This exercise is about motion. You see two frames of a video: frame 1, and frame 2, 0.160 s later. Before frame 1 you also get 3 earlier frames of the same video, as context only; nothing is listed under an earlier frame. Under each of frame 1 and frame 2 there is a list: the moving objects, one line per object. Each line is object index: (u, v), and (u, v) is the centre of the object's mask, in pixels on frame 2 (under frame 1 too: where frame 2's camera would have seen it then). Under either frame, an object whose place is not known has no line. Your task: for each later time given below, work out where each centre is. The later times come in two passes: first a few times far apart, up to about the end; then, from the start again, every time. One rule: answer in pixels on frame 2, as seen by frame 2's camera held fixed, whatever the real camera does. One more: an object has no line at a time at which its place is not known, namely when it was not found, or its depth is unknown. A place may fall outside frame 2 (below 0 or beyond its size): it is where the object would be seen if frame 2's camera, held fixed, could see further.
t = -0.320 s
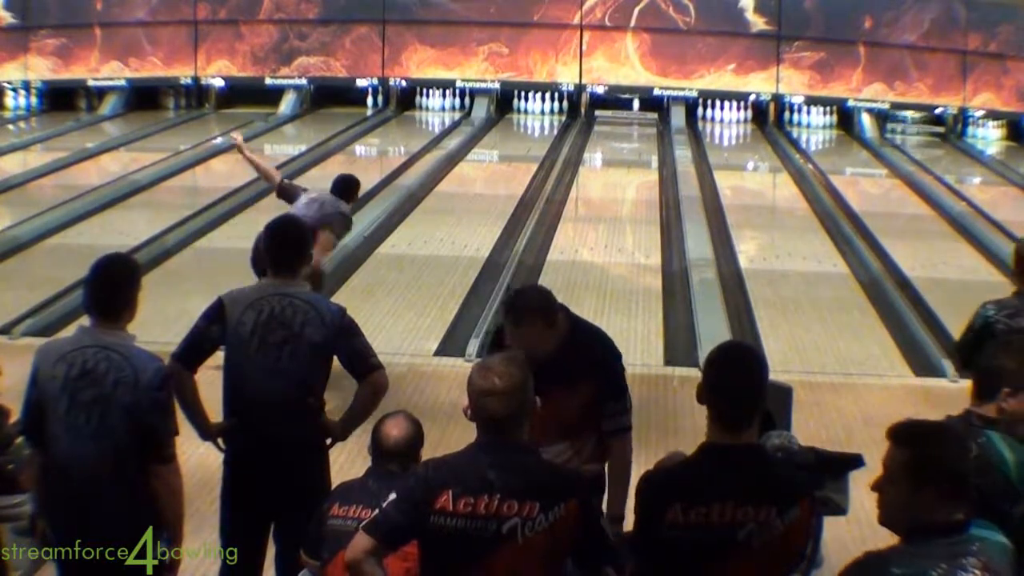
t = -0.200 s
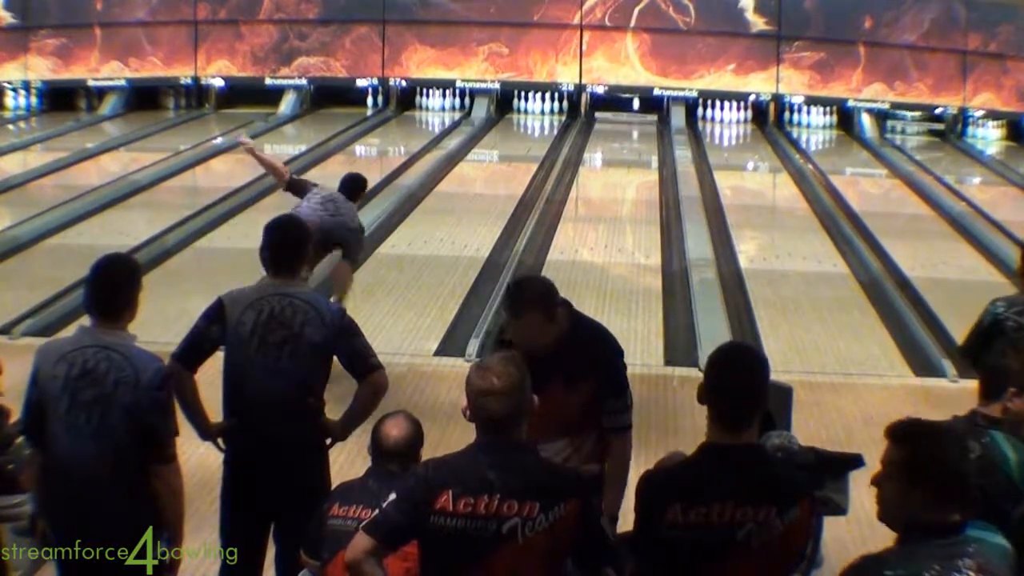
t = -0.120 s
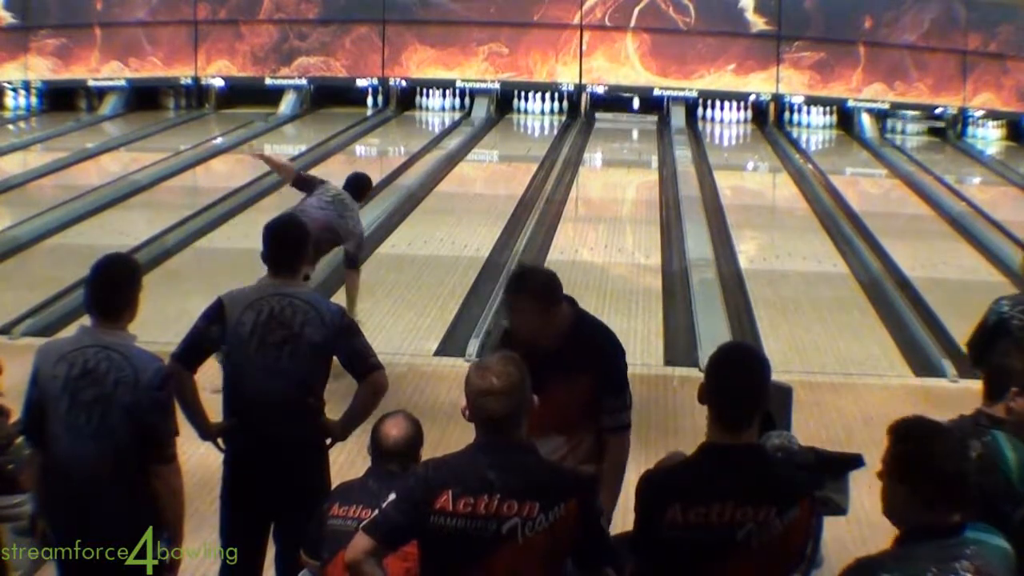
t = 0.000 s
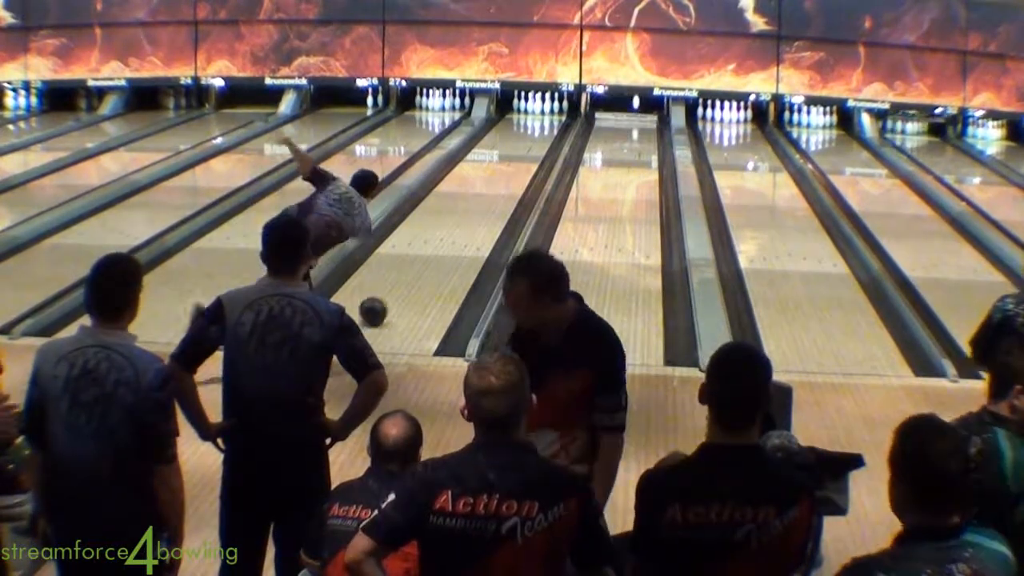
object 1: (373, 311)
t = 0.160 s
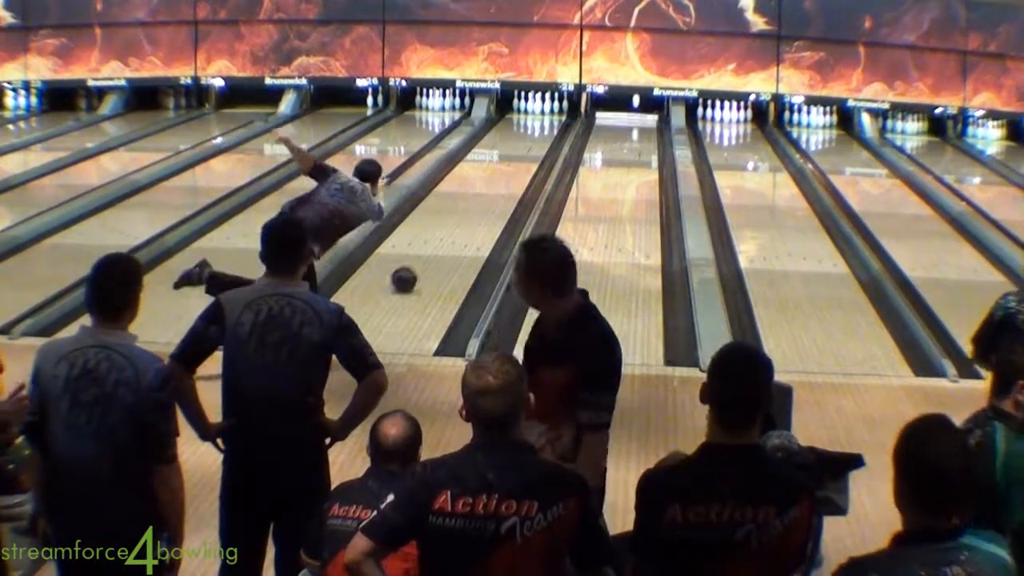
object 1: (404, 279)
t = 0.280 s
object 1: (423, 260)
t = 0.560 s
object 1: (460, 221)
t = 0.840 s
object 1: (488, 192)
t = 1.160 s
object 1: (511, 166)
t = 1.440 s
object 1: (527, 148)
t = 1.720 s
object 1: (537, 133)
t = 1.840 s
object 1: (540, 128)
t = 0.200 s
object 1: (410, 273)
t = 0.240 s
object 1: (417, 266)
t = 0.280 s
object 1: (423, 260)
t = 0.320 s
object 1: (429, 253)
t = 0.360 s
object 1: (435, 247)
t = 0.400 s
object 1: (441, 242)
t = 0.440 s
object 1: (446, 236)
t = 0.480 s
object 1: (451, 231)
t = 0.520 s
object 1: (456, 226)
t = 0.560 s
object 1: (460, 221)
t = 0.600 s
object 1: (465, 216)
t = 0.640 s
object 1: (469, 212)
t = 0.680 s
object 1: (473, 208)
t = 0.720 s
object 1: (477, 203)
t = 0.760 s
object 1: (481, 200)
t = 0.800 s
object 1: (484, 196)
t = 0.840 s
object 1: (488, 192)
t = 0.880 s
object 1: (491, 188)
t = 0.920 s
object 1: (494, 185)
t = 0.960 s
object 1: (497, 181)
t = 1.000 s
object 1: (500, 178)
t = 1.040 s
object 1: (503, 175)
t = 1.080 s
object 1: (506, 172)
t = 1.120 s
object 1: (509, 168)
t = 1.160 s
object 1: (511, 166)
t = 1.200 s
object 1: (514, 163)
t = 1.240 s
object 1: (516, 160)
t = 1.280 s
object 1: (518, 157)
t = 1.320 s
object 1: (521, 155)
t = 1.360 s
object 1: (523, 153)
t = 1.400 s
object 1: (525, 150)
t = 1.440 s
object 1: (527, 148)
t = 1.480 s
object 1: (529, 146)
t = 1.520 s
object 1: (530, 143)
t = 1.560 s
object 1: (532, 141)
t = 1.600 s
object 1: (533, 139)
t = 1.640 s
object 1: (535, 137)
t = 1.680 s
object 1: (536, 135)
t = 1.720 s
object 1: (537, 133)
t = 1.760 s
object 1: (538, 131)
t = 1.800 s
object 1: (539, 129)
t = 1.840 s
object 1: (540, 128)
